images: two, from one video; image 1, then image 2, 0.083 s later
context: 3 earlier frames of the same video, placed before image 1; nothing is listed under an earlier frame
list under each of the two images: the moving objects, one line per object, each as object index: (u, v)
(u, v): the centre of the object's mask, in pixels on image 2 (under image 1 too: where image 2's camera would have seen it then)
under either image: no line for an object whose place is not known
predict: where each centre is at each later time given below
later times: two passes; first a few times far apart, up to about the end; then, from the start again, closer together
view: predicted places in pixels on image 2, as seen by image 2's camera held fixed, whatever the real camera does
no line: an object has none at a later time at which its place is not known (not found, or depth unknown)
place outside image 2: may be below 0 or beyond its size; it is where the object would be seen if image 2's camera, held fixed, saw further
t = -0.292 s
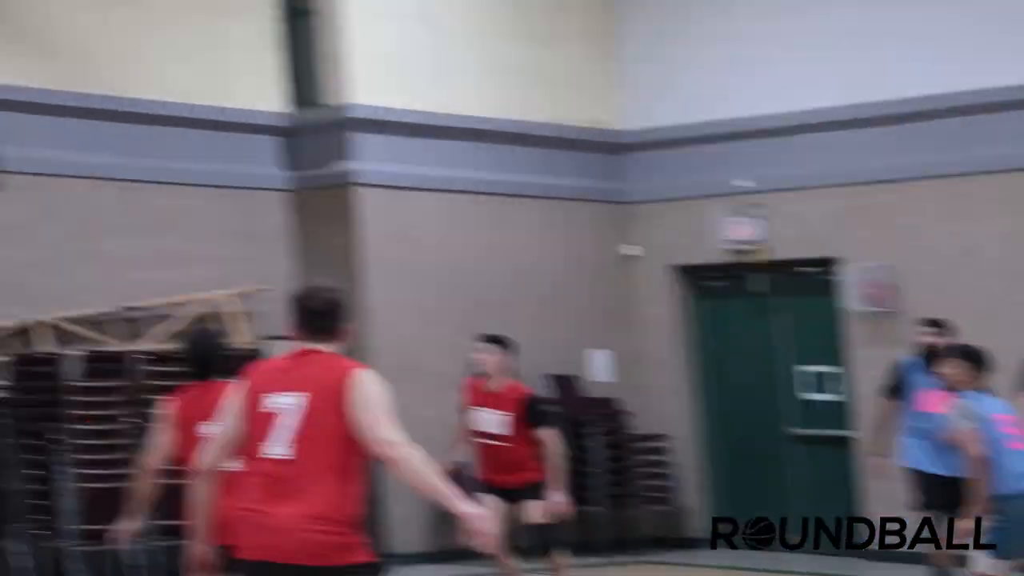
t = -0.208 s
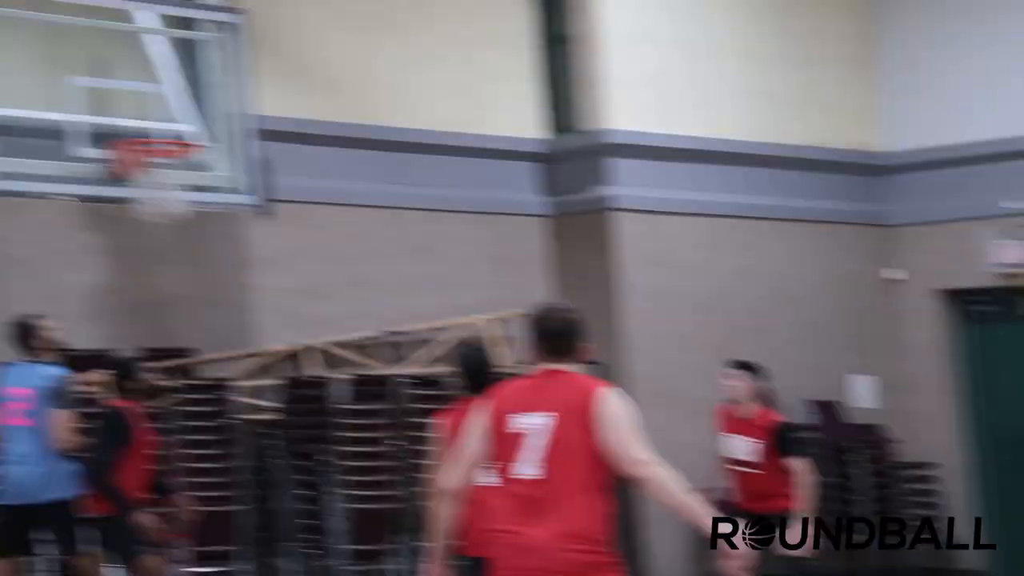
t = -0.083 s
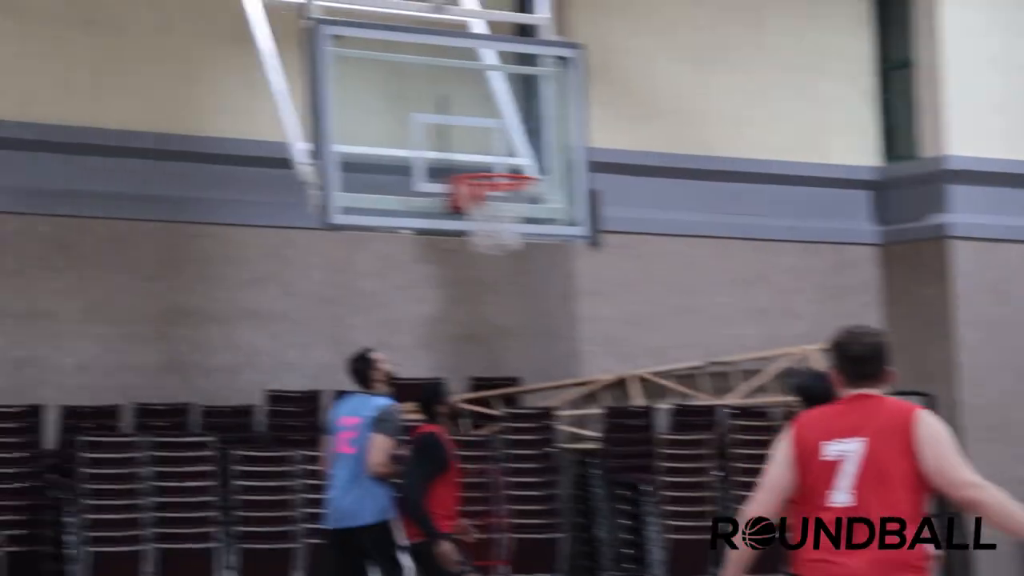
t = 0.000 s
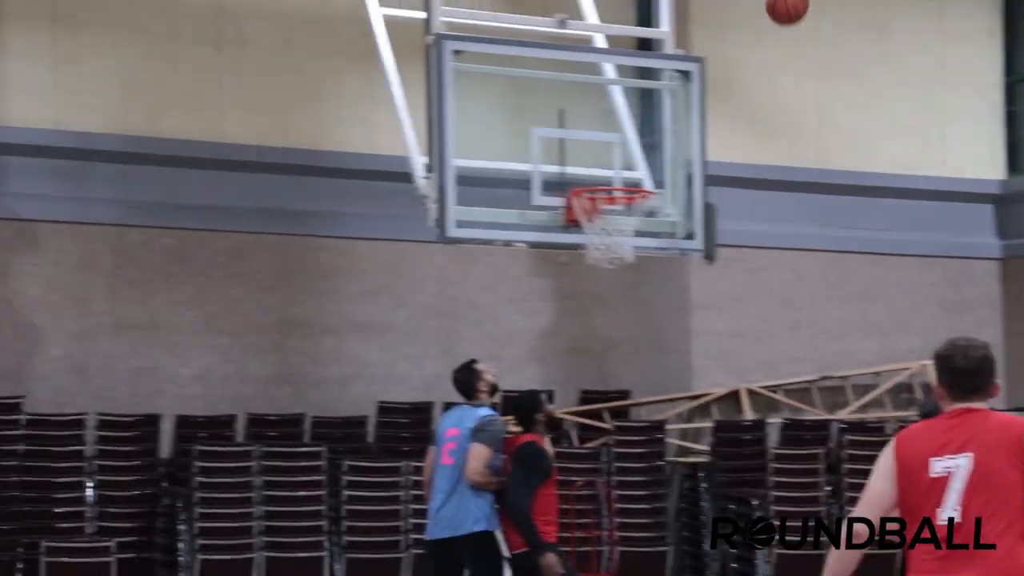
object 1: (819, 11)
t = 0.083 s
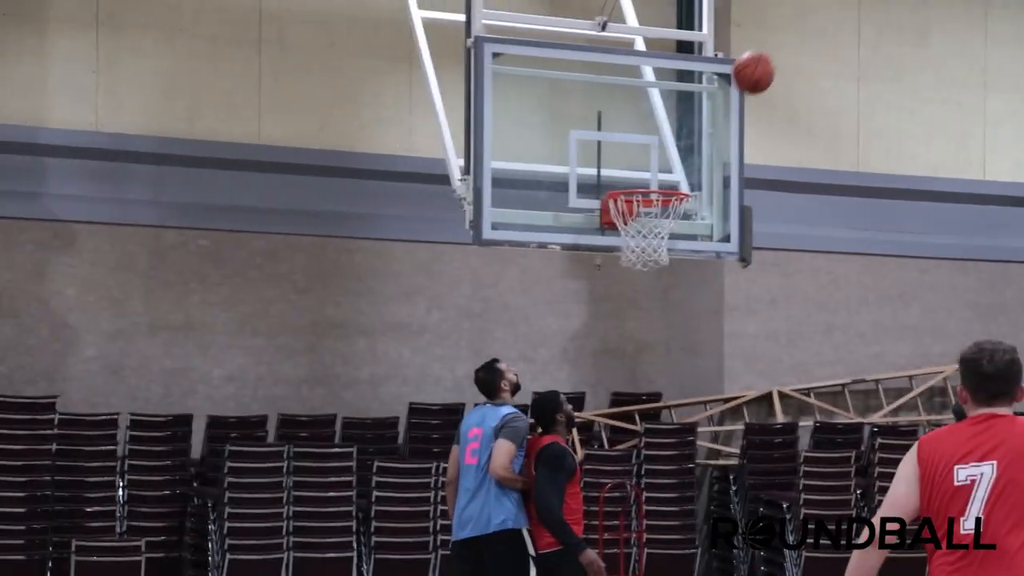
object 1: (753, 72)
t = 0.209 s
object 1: (649, 181)
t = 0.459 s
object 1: (623, 253)
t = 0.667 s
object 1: (638, 353)
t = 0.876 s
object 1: (653, 527)
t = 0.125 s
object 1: (718, 108)
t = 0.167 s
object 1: (684, 146)
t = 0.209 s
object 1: (649, 181)
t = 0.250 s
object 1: (621, 222)
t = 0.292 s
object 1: (617, 240)
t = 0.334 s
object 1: (617, 236)
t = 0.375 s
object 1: (619, 238)
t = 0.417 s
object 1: (621, 243)
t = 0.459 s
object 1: (623, 253)
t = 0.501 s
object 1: (627, 268)
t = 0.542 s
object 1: (629, 284)
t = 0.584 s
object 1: (632, 304)
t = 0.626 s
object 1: (635, 327)
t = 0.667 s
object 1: (638, 353)
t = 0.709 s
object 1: (641, 382)
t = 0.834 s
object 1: (650, 485)
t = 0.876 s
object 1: (653, 527)
